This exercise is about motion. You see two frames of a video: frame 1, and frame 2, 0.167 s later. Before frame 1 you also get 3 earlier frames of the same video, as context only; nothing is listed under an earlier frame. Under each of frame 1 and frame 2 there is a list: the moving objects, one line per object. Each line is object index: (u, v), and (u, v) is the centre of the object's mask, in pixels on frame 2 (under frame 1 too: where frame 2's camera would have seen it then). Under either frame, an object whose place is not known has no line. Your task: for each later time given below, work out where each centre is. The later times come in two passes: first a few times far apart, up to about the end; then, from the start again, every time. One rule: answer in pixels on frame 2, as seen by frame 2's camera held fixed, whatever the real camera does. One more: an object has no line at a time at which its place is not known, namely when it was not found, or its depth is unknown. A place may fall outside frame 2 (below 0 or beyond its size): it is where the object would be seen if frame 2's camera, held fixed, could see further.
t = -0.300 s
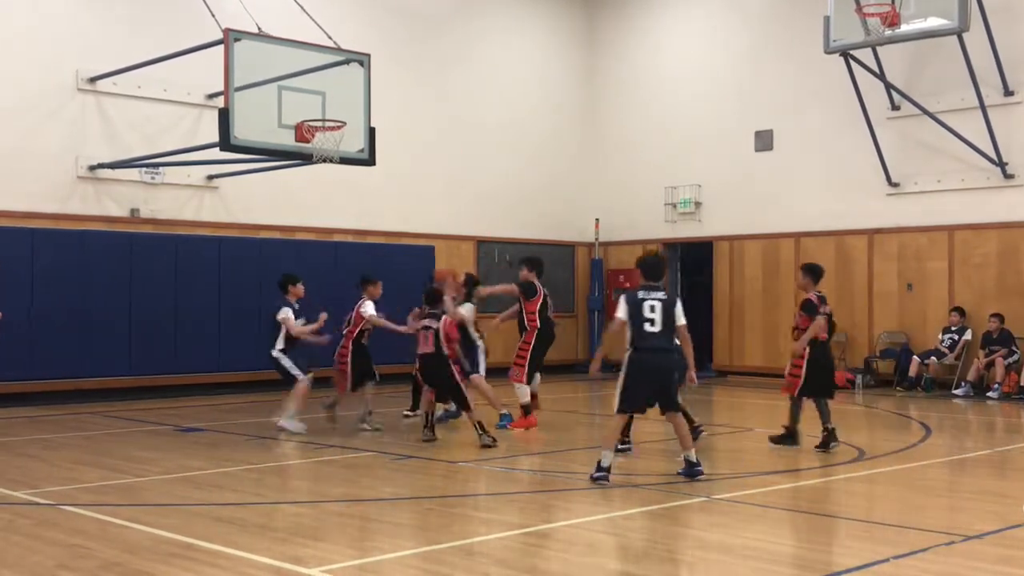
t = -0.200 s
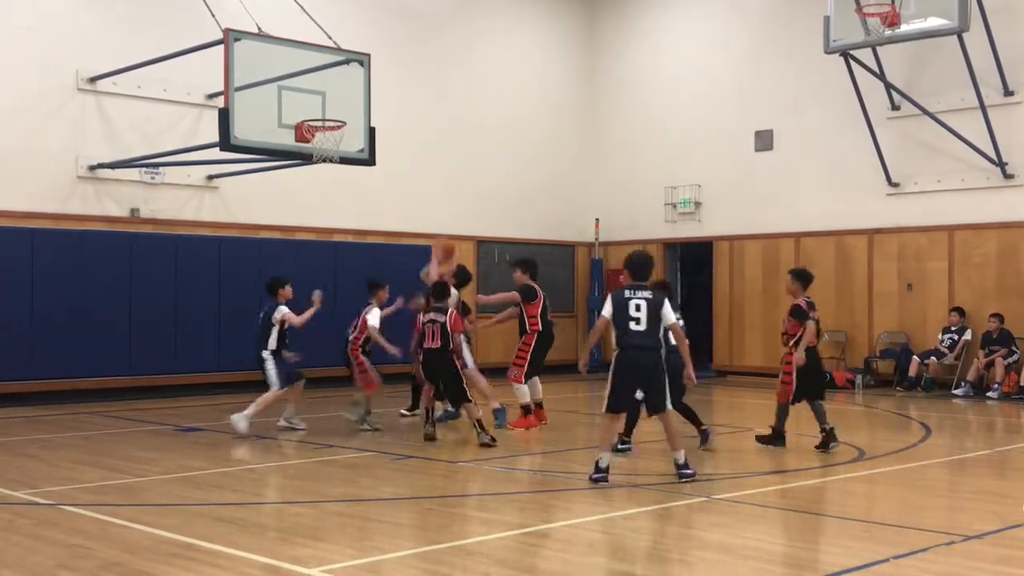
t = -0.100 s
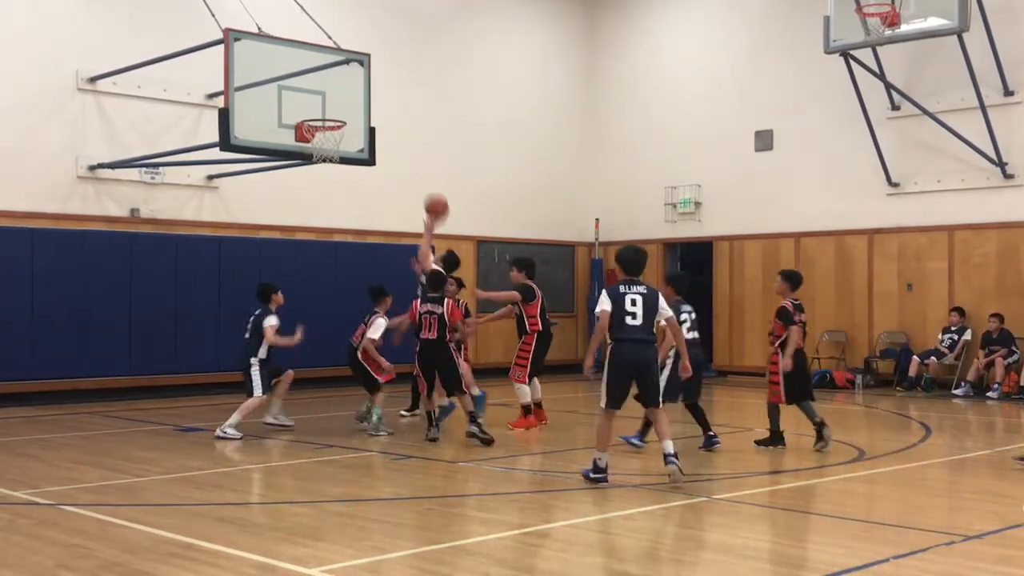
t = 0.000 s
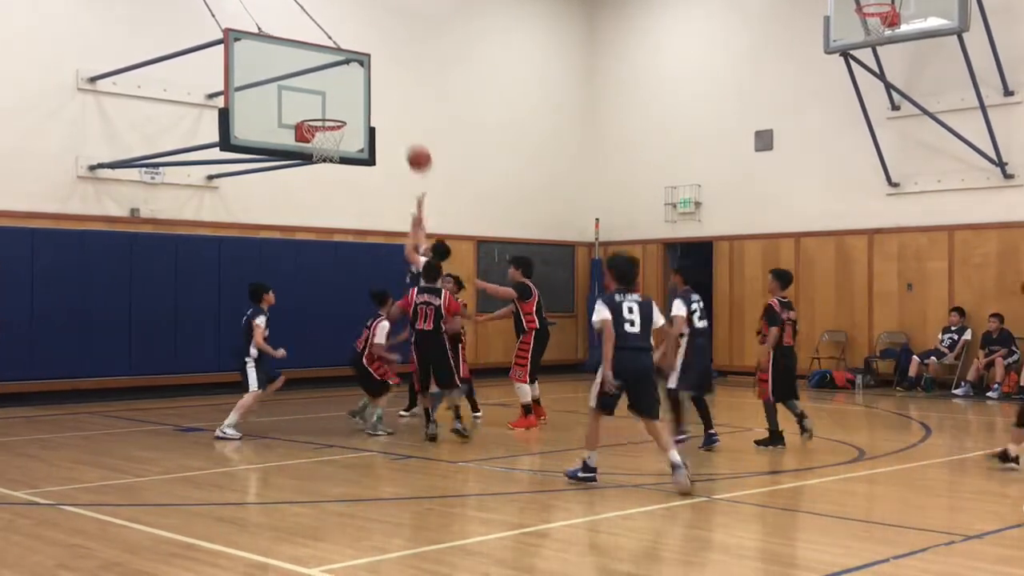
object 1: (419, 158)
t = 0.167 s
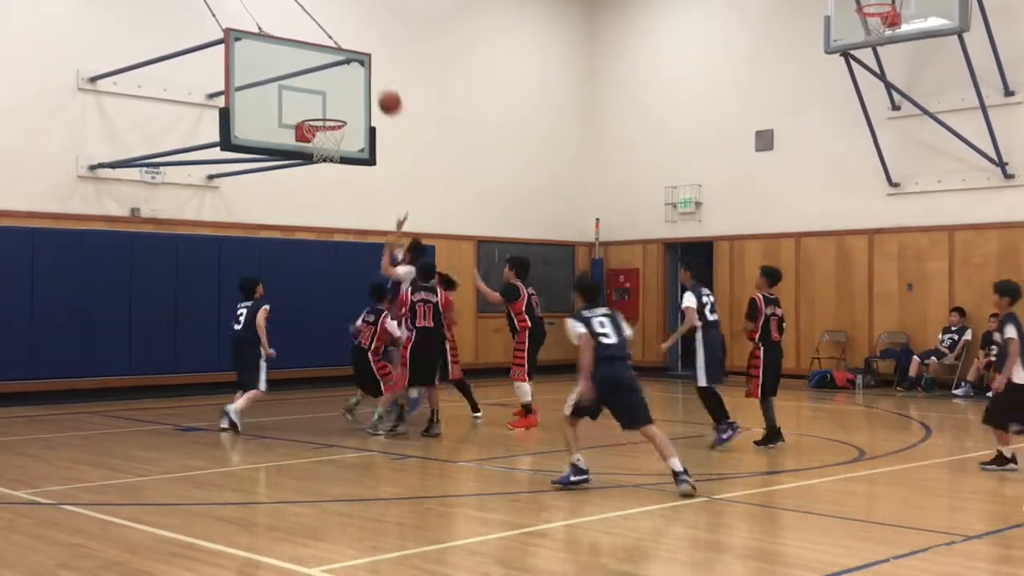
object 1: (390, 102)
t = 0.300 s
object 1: (367, 79)
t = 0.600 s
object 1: (320, 89)
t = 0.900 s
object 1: (324, 98)
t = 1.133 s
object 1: (350, 120)
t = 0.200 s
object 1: (384, 95)
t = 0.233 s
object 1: (379, 89)
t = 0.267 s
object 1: (373, 84)
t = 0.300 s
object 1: (367, 79)
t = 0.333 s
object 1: (362, 76)
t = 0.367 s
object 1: (356, 74)
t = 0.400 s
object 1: (351, 73)
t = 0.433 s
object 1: (346, 73)
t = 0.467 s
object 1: (341, 74)
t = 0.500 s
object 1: (335, 76)
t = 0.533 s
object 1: (330, 79)
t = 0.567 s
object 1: (325, 83)
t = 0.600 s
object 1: (320, 89)
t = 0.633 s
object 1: (316, 95)
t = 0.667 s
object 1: (311, 102)
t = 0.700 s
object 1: (306, 110)
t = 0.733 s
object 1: (306, 112)
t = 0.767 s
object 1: (310, 107)
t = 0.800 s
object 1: (313, 104)
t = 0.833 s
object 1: (317, 101)
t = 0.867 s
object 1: (321, 99)
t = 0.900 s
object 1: (324, 98)
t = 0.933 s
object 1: (328, 98)
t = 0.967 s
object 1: (331, 99)
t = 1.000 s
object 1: (335, 102)
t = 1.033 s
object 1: (339, 105)
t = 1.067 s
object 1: (342, 109)
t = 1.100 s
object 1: (346, 114)
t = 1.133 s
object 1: (350, 120)
